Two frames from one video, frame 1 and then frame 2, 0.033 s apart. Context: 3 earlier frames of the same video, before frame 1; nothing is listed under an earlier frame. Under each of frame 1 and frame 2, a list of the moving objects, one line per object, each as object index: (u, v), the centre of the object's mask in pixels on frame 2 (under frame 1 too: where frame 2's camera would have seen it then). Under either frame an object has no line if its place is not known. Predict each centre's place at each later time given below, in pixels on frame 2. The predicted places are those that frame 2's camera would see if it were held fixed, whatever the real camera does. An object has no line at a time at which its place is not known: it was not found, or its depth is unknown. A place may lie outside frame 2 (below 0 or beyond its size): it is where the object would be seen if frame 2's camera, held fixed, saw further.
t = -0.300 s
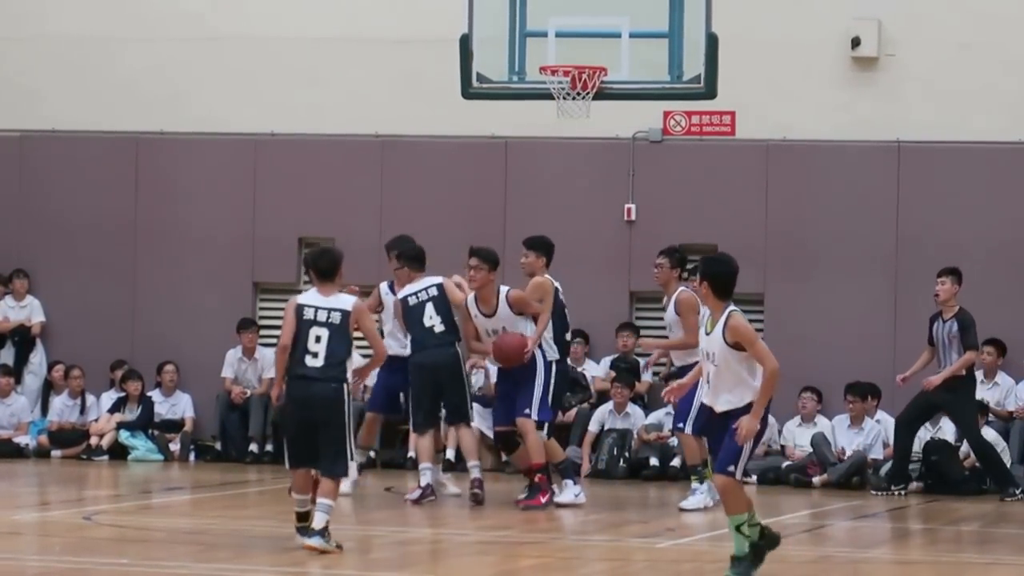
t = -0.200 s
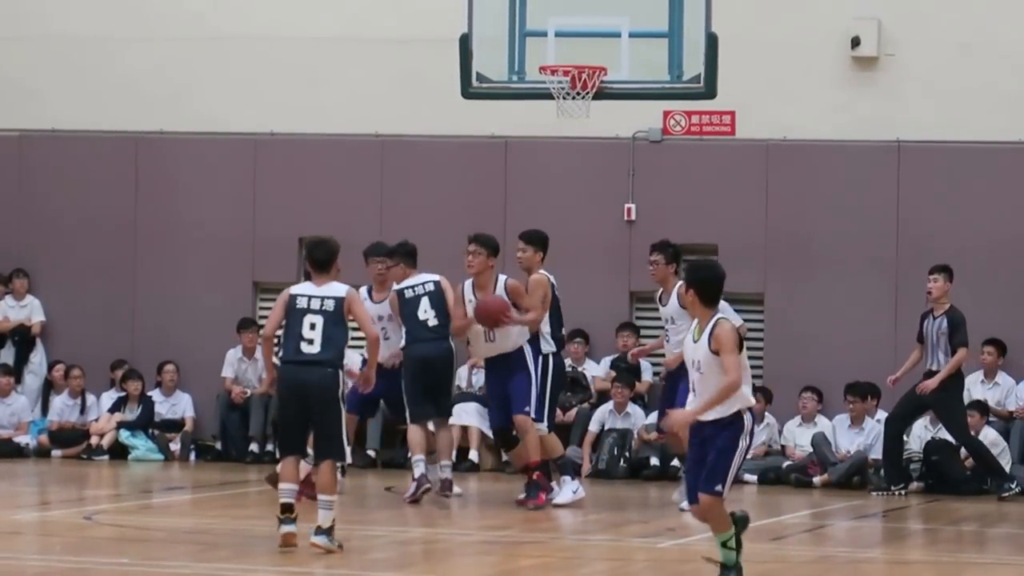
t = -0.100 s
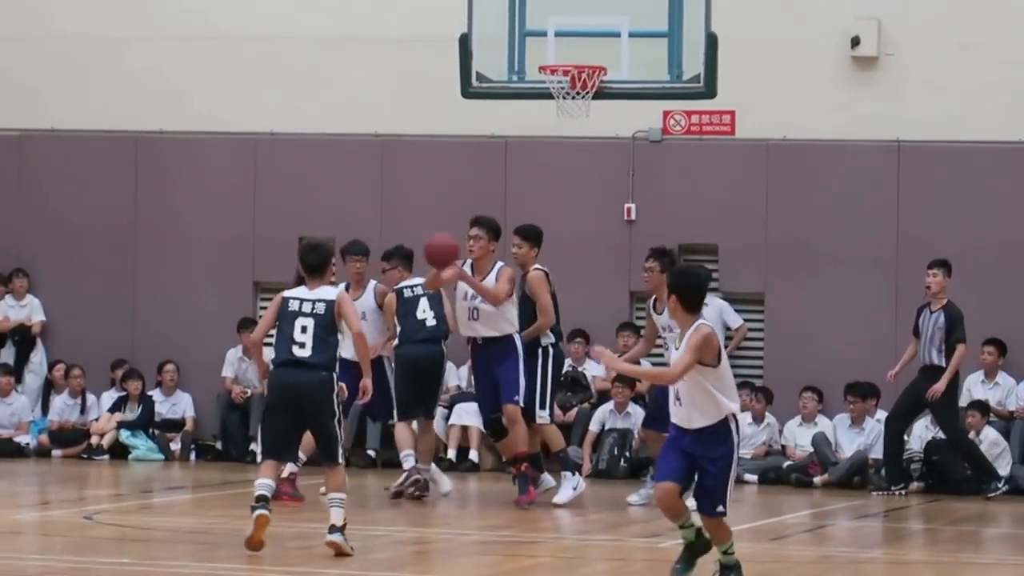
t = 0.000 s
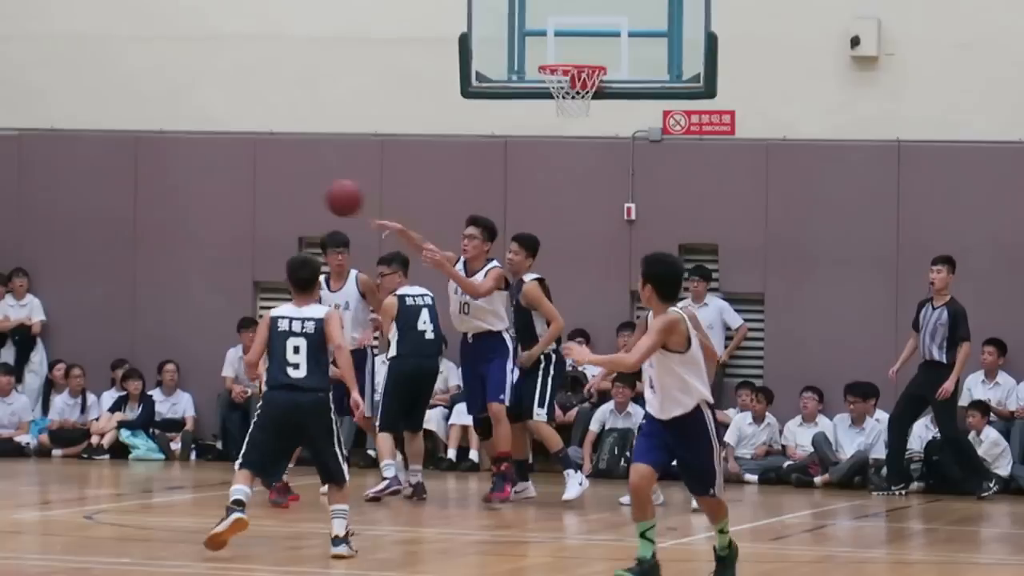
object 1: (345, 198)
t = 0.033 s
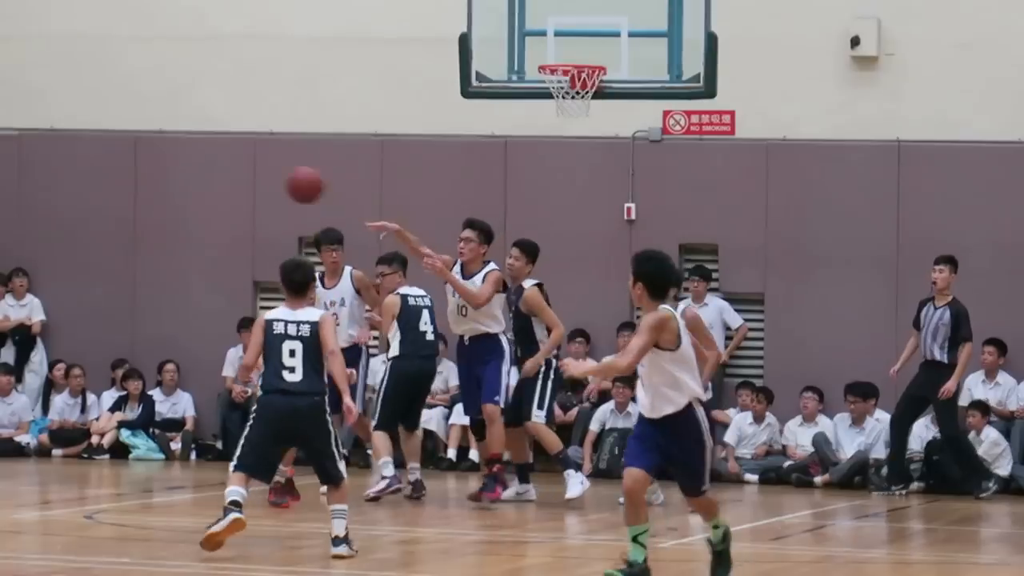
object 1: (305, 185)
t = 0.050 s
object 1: (284, 179)
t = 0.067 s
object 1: (267, 174)
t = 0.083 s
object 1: (247, 169)
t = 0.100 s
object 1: (226, 164)
